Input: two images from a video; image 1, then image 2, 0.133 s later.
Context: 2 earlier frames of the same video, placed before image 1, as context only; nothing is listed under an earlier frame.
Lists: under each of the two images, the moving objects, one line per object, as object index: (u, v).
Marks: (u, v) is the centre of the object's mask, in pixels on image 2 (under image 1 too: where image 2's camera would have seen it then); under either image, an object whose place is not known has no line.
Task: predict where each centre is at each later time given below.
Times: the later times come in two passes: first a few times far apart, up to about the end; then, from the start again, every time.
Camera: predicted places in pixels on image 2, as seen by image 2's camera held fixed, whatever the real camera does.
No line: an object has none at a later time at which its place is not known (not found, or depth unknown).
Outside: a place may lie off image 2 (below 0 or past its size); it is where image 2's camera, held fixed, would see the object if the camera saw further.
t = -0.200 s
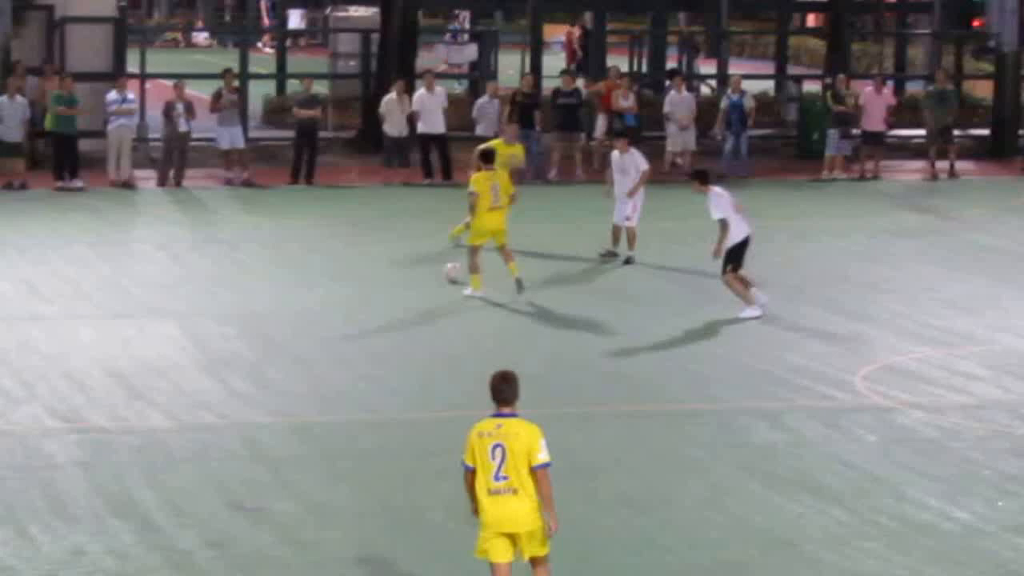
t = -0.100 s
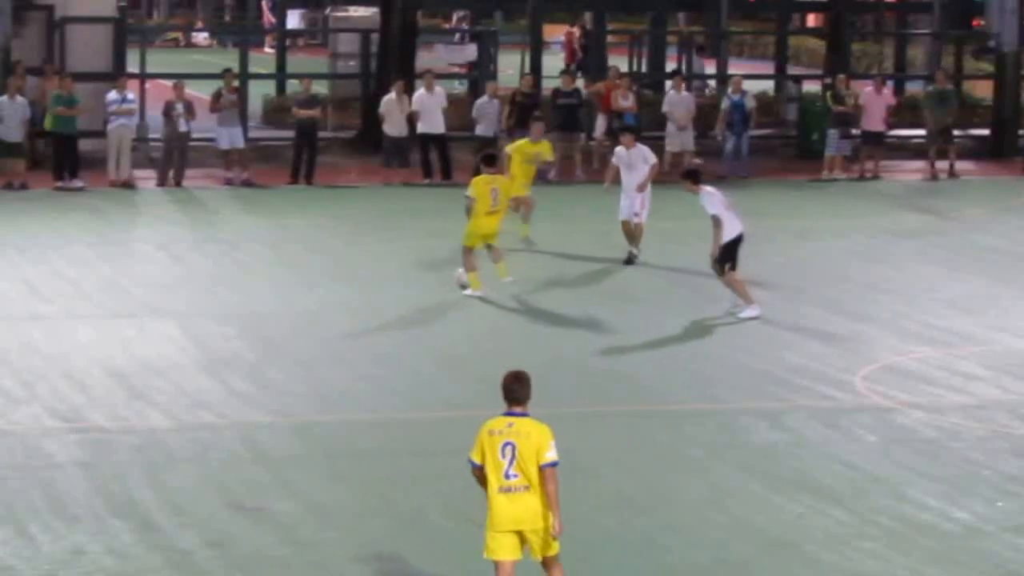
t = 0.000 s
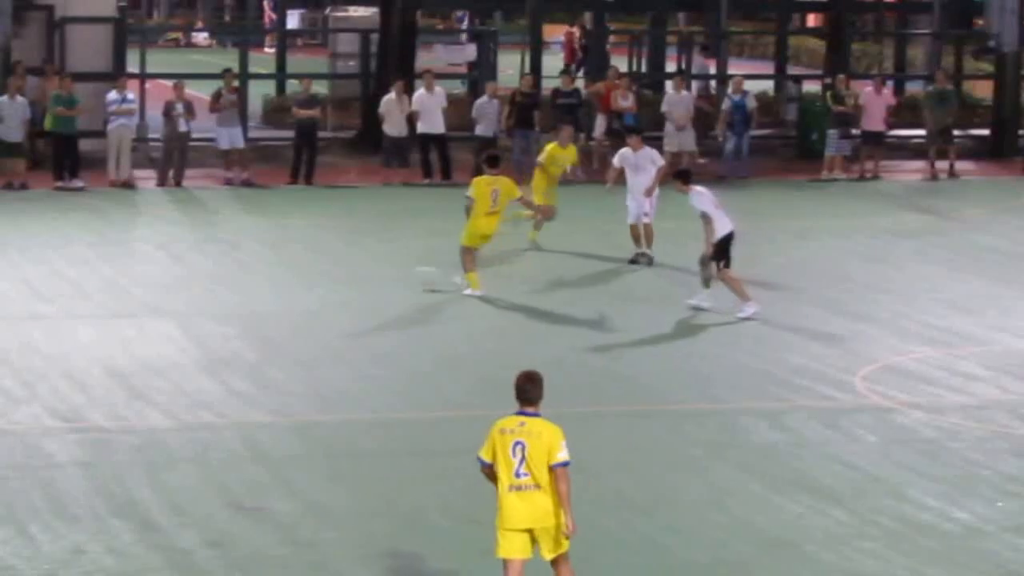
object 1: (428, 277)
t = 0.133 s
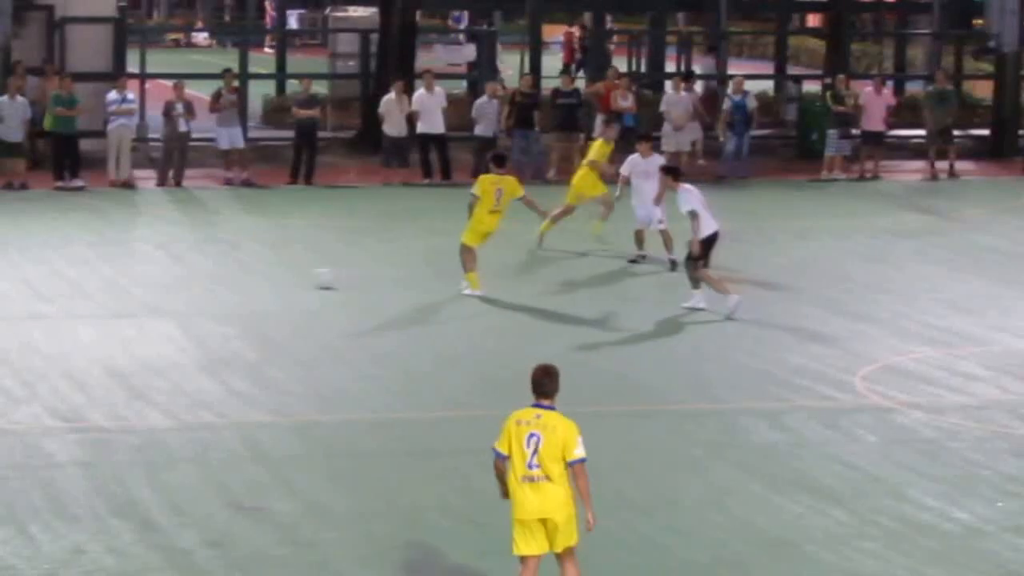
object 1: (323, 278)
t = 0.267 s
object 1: (227, 276)
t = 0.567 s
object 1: (50, 274)
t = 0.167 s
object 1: (298, 277)
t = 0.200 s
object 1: (275, 276)
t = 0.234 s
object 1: (251, 275)
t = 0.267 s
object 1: (227, 276)
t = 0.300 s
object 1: (205, 277)
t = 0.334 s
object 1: (185, 280)
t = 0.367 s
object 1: (163, 279)
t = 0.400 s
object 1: (142, 275)
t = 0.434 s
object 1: (123, 278)
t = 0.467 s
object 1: (103, 275)
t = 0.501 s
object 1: (84, 275)
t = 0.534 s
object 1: (68, 274)
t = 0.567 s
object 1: (50, 274)
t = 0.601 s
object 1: (32, 276)
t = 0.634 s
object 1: (17, 274)
